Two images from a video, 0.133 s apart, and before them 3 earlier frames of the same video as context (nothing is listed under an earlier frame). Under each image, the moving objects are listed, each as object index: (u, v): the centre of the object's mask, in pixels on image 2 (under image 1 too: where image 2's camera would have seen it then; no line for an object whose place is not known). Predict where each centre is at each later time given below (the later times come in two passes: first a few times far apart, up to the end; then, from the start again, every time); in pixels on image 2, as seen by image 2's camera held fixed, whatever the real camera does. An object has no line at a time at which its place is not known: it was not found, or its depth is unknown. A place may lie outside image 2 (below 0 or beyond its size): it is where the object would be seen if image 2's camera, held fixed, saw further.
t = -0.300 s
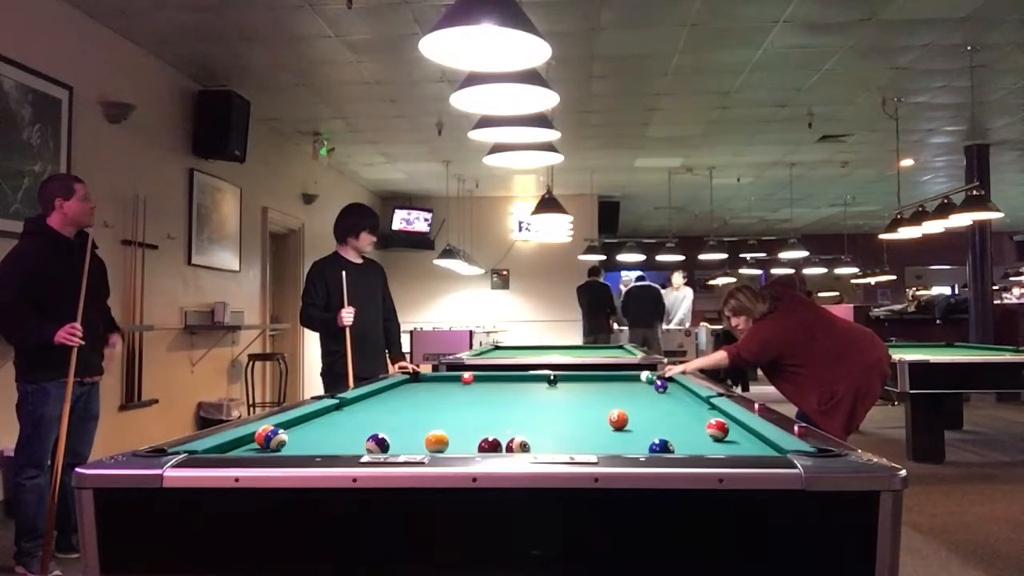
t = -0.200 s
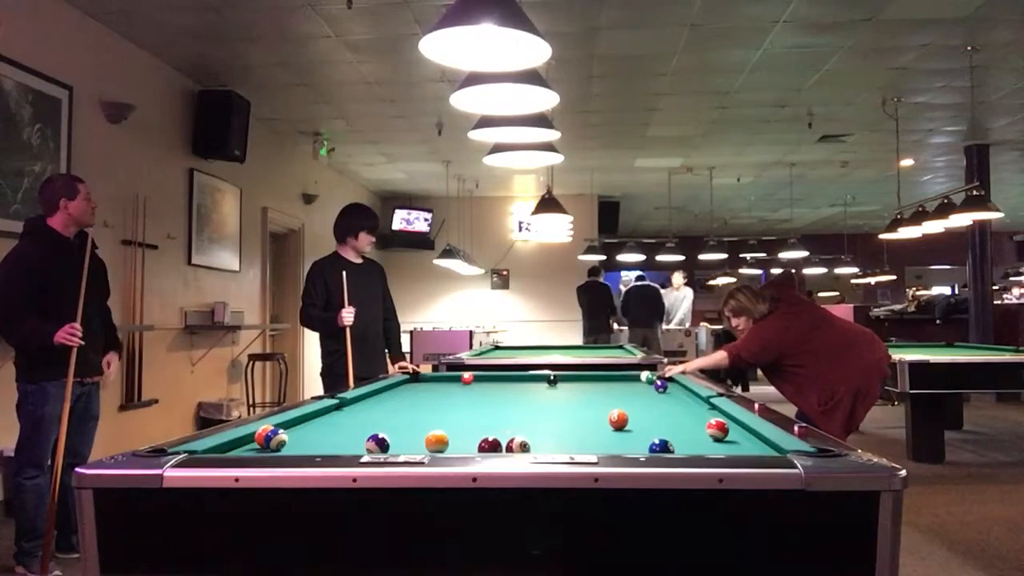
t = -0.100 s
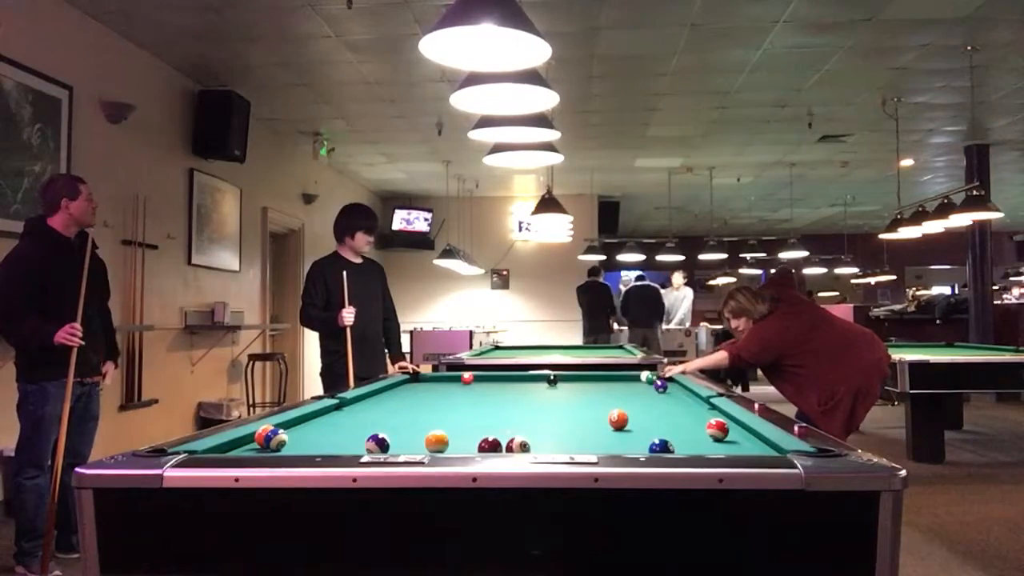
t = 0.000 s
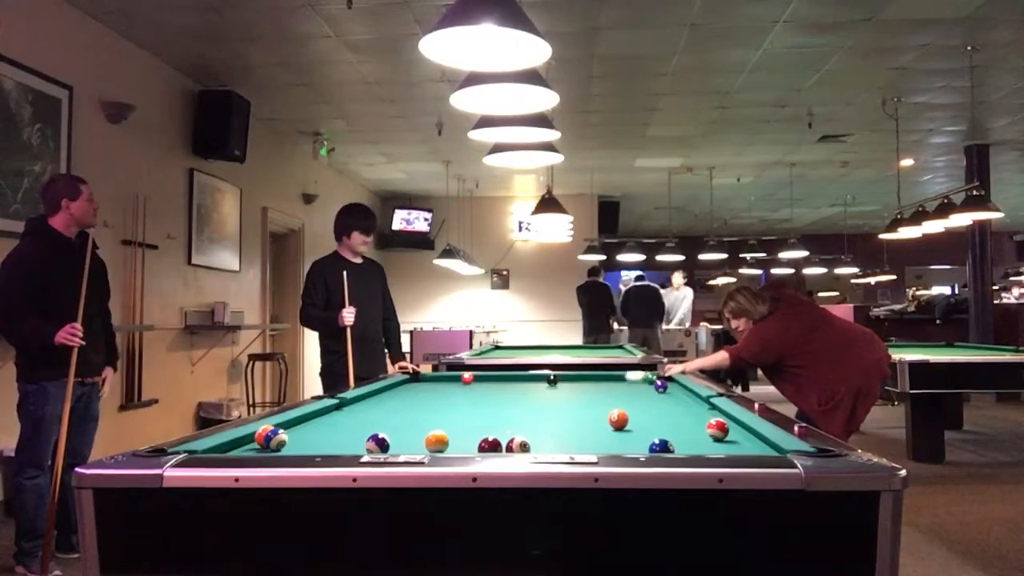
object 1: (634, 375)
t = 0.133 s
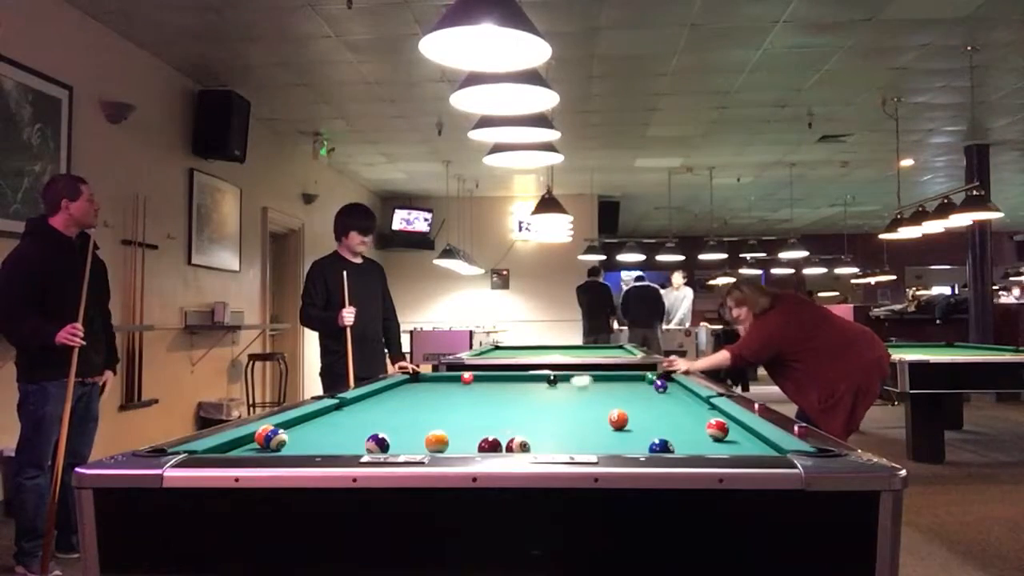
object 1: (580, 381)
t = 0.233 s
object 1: (536, 386)
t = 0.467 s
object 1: (449, 393)
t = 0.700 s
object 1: (359, 402)
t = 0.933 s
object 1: (369, 408)
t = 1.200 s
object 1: (402, 417)
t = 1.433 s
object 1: (437, 423)
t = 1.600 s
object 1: (465, 432)
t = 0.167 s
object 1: (567, 382)
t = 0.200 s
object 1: (550, 385)
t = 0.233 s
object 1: (536, 386)
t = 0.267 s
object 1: (520, 387)
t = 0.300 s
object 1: (510, 388)
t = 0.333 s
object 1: (497, 389)
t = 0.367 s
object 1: (485, 391)
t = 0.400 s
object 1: (473, 392)
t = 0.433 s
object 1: (461, 392)
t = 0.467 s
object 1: (449, 393)
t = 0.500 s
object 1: (437, 394)
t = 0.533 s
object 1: (427, 394)
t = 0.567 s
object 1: (414, 396)
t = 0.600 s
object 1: (401, 398)
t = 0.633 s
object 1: (388, 399)
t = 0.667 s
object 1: (373, 400)
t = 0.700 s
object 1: (359, 402)
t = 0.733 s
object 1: (347, 403)
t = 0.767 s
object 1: (350, 404)
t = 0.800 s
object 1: (354, 405)
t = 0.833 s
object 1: (358, 406)
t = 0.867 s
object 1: (362, 407)
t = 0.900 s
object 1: (366, 407)
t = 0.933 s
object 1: (369, 408)
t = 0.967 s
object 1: (373, 409)
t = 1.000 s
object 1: (377, 410)
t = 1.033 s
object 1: (381, 411)
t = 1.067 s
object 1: (385, 412)
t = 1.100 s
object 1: (390, 414)
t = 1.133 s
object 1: (394, 414)
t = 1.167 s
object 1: (398, 416)
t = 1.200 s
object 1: (402, 417)
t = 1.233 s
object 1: (406, 418)
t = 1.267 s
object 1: (412, 419)
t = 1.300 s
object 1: (417, 420)
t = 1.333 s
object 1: (421, 422)
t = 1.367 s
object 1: (426, 422)
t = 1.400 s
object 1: (431, 422)
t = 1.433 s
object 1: (437, 423)
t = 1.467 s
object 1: (442, 424)
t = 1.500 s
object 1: (449, 426)
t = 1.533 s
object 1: (454, 429)
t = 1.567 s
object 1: (459, 431)
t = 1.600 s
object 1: (465, 432)
